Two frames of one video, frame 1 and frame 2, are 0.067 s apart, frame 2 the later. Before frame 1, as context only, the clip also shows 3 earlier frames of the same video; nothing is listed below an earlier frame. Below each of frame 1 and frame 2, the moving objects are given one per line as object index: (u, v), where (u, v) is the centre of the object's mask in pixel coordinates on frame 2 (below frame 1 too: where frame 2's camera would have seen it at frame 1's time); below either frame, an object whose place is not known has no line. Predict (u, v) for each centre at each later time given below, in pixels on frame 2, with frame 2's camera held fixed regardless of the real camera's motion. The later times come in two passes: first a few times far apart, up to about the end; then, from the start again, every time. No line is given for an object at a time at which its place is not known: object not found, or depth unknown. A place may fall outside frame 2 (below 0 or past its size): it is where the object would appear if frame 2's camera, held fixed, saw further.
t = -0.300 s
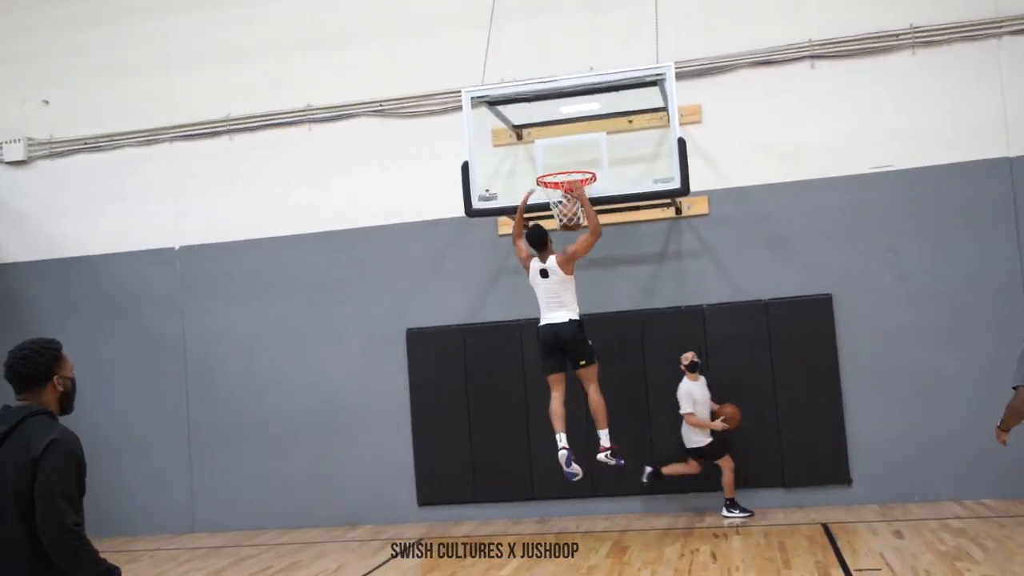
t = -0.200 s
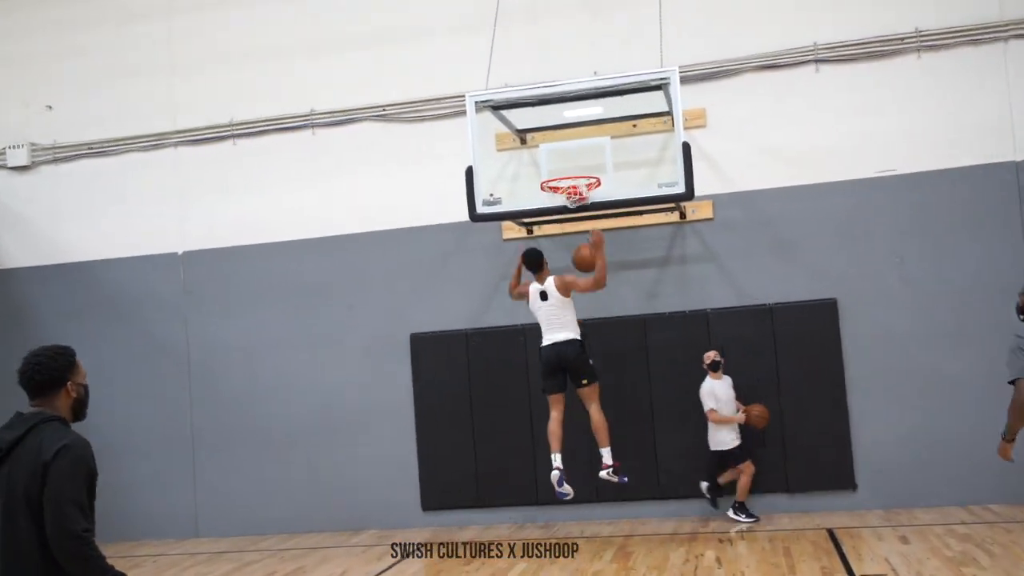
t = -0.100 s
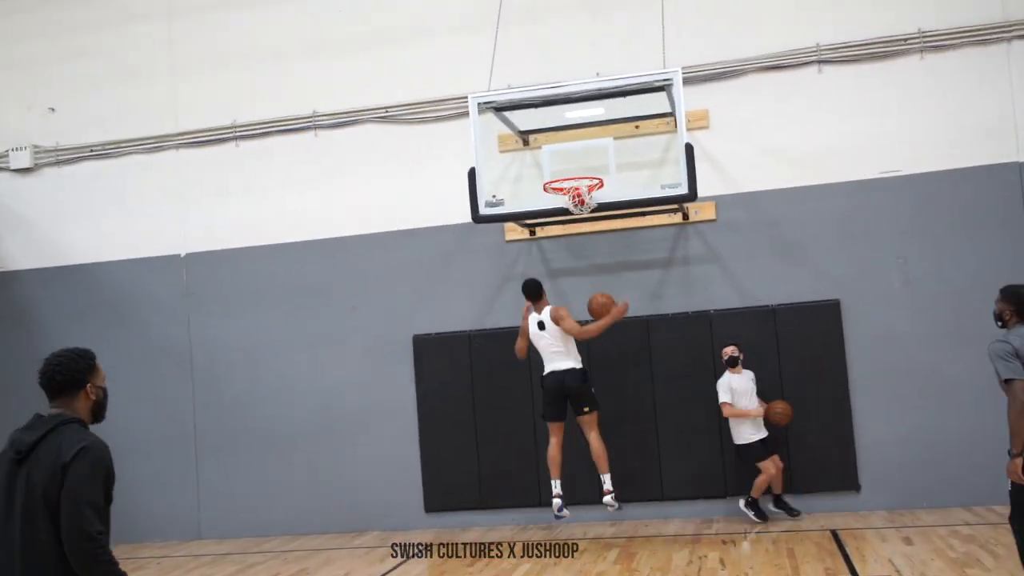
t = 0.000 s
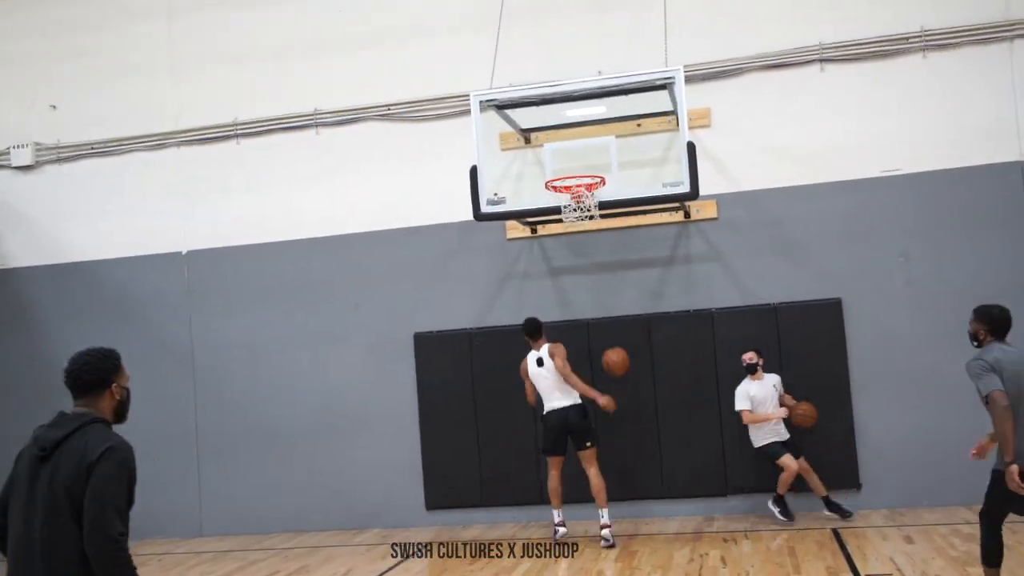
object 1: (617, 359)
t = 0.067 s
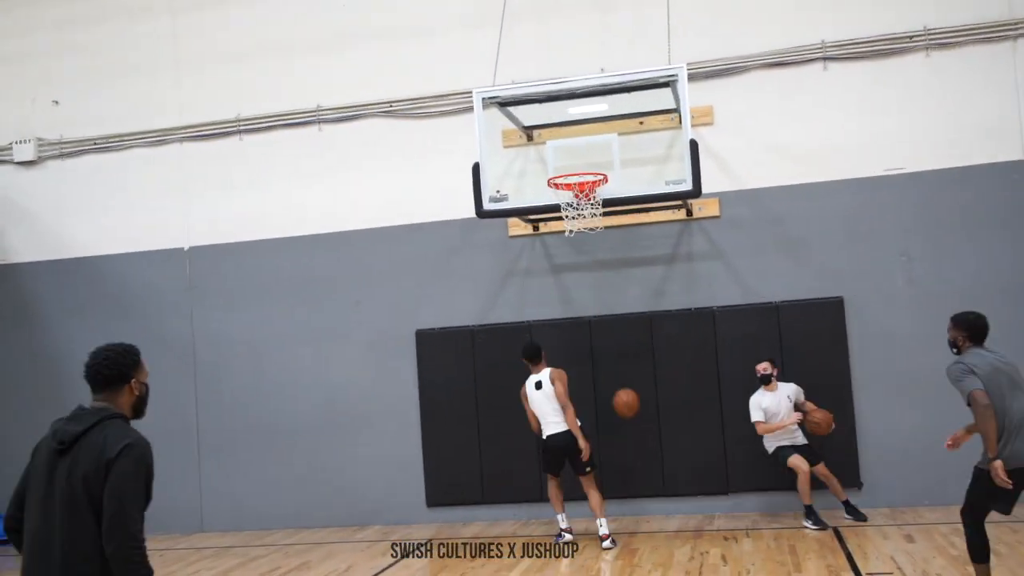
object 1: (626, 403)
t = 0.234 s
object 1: (648, 522)
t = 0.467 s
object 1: (649, 392)
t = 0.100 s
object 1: (630, 426)
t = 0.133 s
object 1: (634, 451)
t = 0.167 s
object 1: (640, 476)
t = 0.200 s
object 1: (644, 501)
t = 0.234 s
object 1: (648, 522)
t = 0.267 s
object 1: (648, 500)
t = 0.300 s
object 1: (648, 478)
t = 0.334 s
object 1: (648, 459)
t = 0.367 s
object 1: (648, 440)
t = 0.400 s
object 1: (649, 423)
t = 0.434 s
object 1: (649, 407)
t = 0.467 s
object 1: (649, 392)
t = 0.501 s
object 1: (650, 378)
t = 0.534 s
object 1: (650, 366)
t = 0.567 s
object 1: (651, 354)
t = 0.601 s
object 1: (652, 344)
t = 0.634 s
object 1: (653, 336)
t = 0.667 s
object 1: (654, 328)
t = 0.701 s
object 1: (656, 321)
